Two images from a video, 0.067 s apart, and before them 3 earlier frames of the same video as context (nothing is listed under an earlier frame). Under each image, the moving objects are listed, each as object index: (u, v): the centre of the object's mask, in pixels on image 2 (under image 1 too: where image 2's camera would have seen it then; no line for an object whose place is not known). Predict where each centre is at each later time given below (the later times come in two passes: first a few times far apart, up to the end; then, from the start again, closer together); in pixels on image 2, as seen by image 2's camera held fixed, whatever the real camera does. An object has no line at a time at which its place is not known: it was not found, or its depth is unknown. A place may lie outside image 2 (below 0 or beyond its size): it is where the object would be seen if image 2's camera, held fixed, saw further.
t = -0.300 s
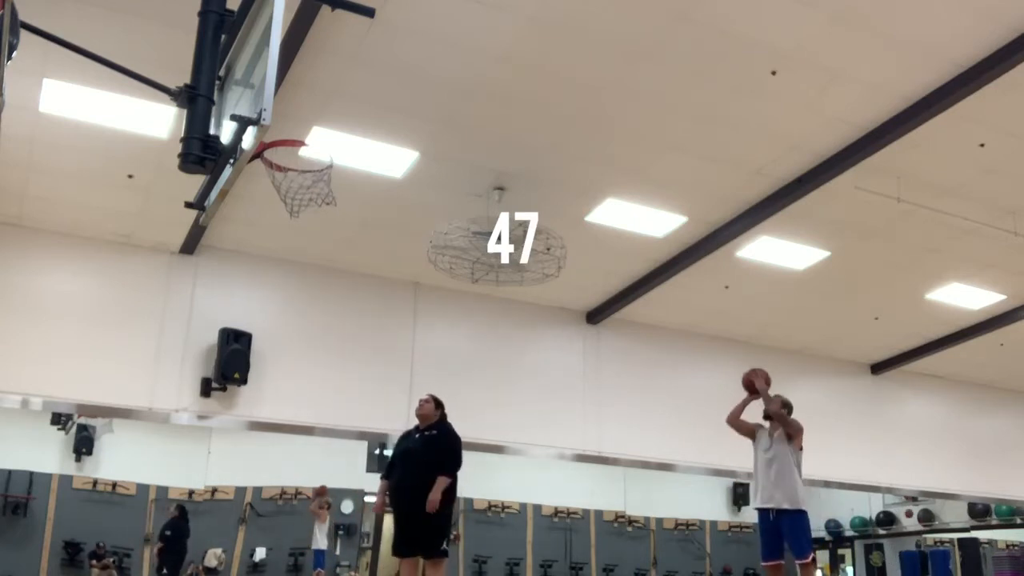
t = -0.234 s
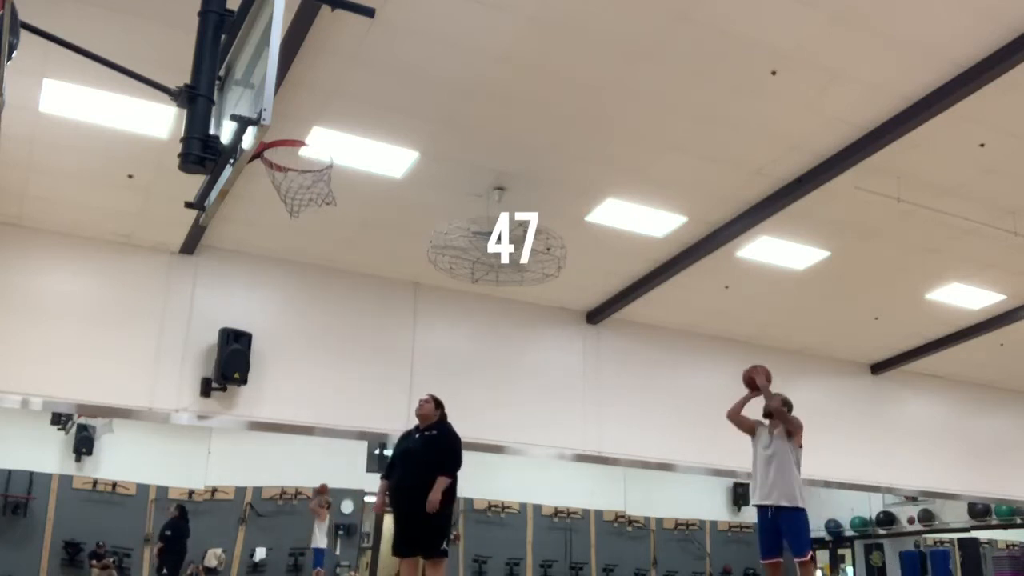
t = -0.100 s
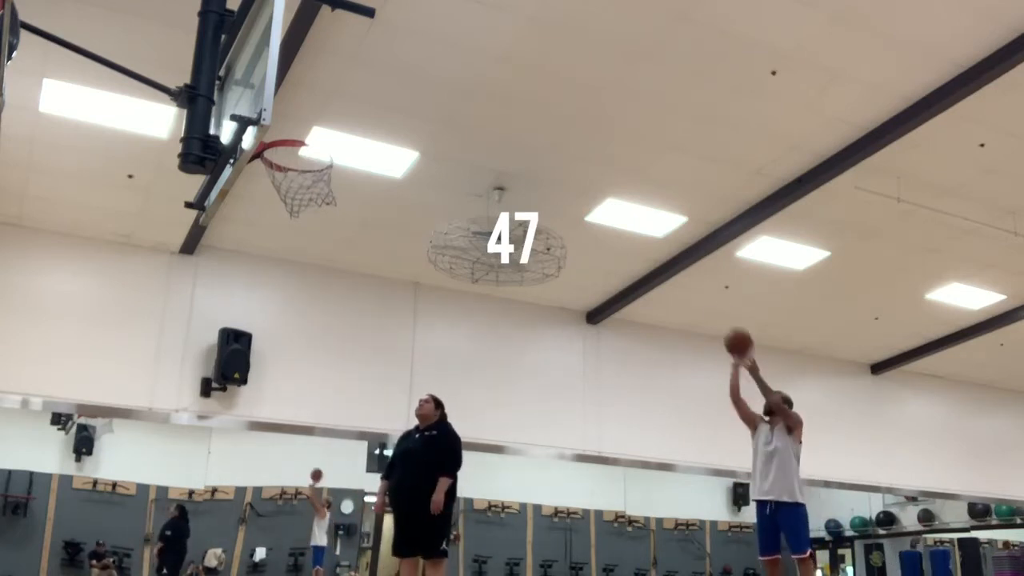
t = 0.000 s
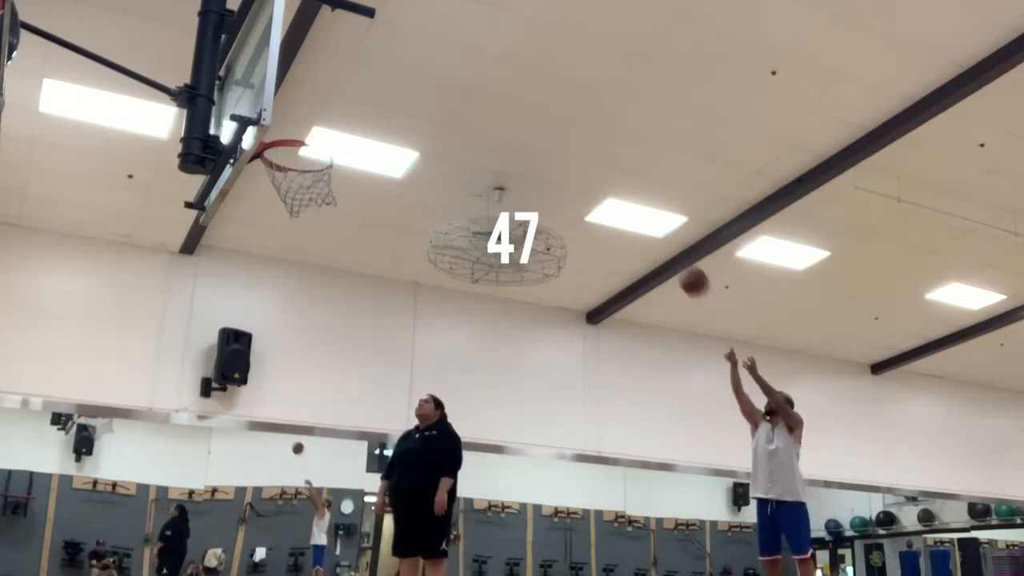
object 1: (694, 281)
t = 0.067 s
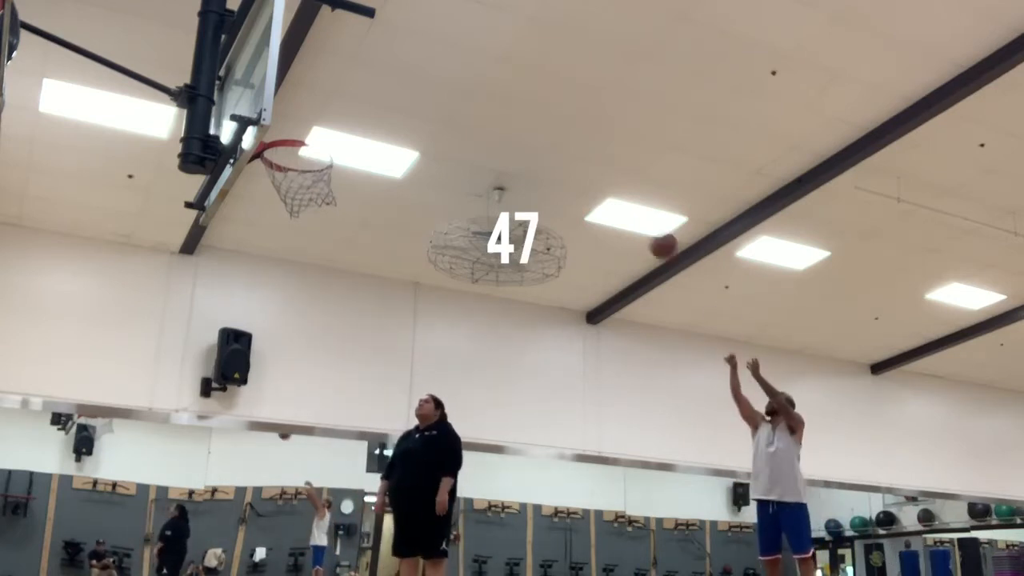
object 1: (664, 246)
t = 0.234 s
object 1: (586, 175)
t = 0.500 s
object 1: (455, 120)
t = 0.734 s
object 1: (318, 134)
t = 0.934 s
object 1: (309, 206)
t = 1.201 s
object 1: (364, 302)
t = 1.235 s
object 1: (370, 320)
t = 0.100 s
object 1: (648, 232)
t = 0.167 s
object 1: (617, 197)
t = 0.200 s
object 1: (601, 186)
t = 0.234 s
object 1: (586, 175)
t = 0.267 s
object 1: (570, 164)
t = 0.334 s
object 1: (538, 146)
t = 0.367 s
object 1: (522, 138)
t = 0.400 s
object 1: (506, 132)
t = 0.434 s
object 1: (489, 127)
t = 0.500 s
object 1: (455, 120)
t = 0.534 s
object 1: (437, 118)
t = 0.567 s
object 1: (418, 118)
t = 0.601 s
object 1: (400, 119)
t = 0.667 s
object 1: (361, 123)
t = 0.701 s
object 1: (341, 127)
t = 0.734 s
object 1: (318, 134)
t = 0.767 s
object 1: (298, 146)
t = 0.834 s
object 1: (286, 174)
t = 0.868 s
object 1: (293, 192)
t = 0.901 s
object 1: (300, 199)
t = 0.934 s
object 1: (309, 206)
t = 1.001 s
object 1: (324, 221)
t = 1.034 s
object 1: (331, 231)
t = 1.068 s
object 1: (338, 243)
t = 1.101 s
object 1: (345, 256)
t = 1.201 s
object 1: (364, 302)
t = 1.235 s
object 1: (370, 320)
